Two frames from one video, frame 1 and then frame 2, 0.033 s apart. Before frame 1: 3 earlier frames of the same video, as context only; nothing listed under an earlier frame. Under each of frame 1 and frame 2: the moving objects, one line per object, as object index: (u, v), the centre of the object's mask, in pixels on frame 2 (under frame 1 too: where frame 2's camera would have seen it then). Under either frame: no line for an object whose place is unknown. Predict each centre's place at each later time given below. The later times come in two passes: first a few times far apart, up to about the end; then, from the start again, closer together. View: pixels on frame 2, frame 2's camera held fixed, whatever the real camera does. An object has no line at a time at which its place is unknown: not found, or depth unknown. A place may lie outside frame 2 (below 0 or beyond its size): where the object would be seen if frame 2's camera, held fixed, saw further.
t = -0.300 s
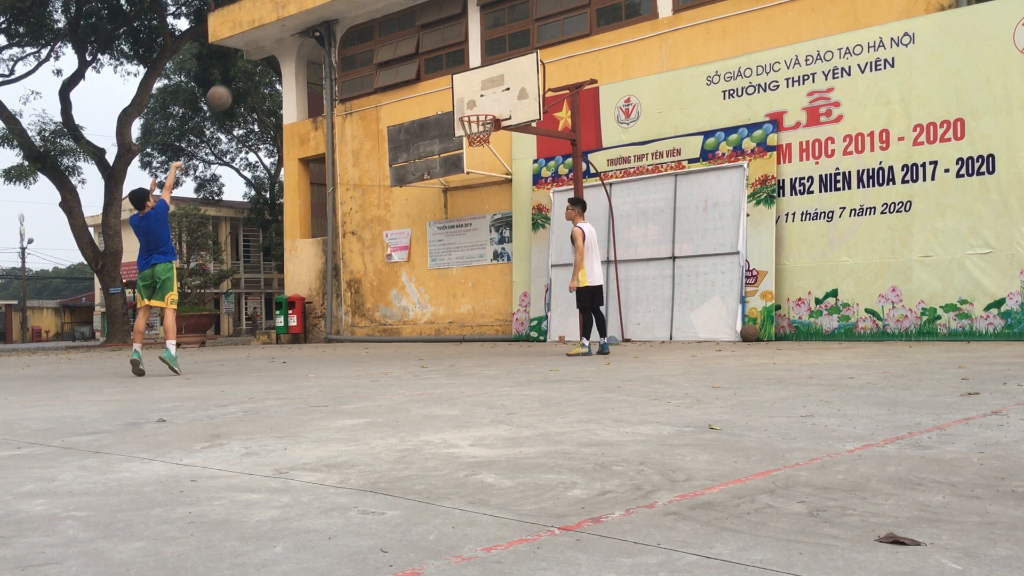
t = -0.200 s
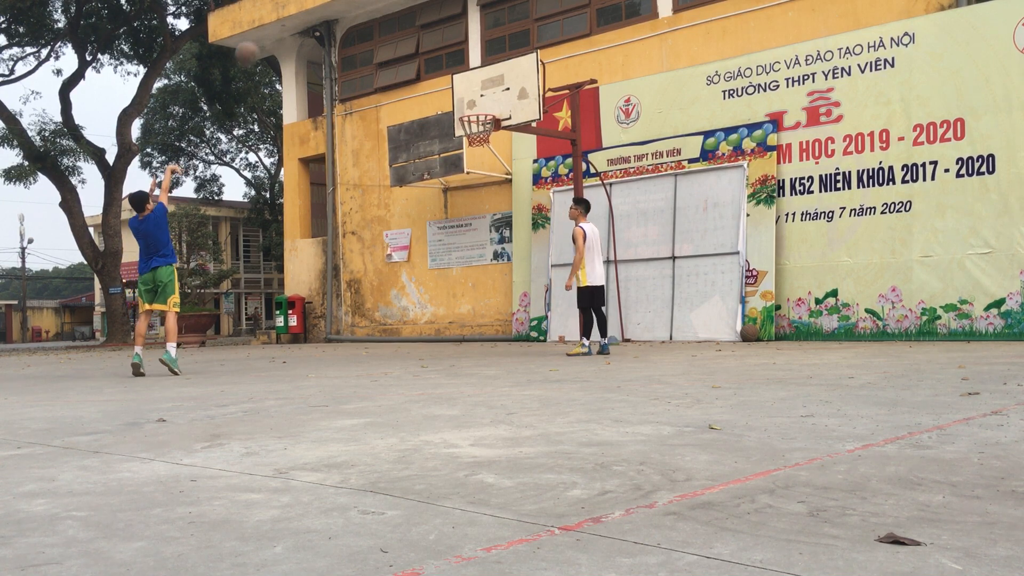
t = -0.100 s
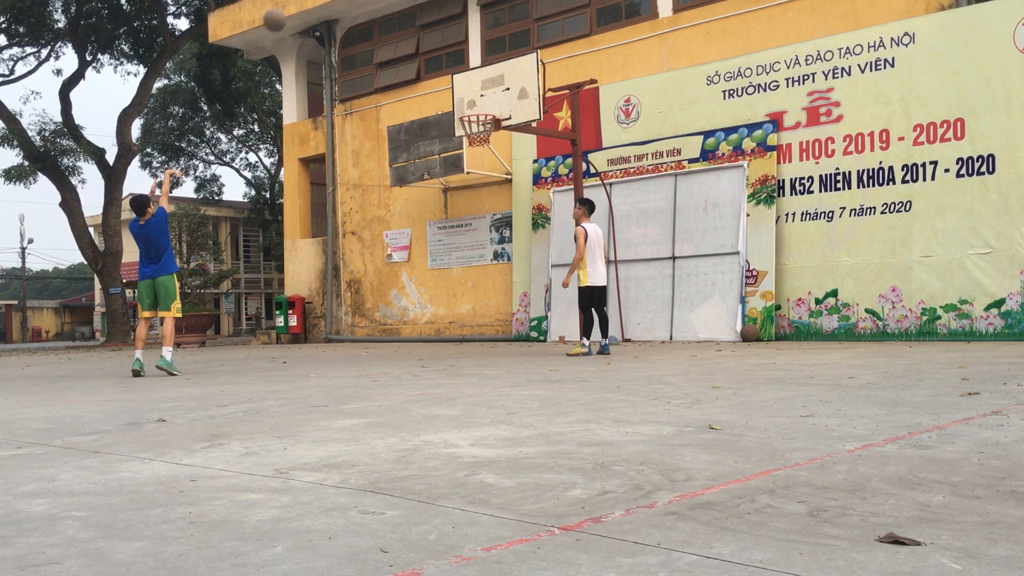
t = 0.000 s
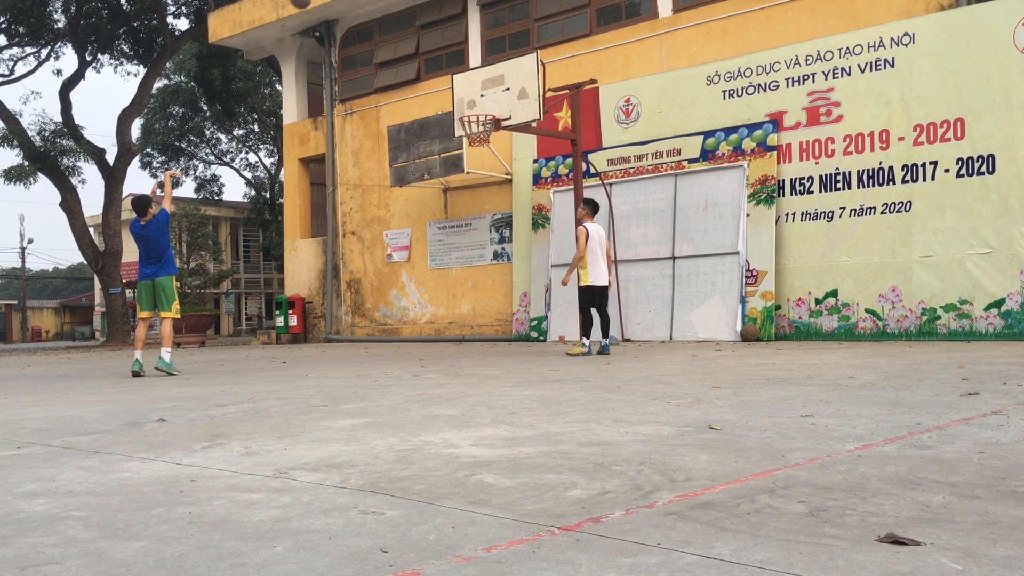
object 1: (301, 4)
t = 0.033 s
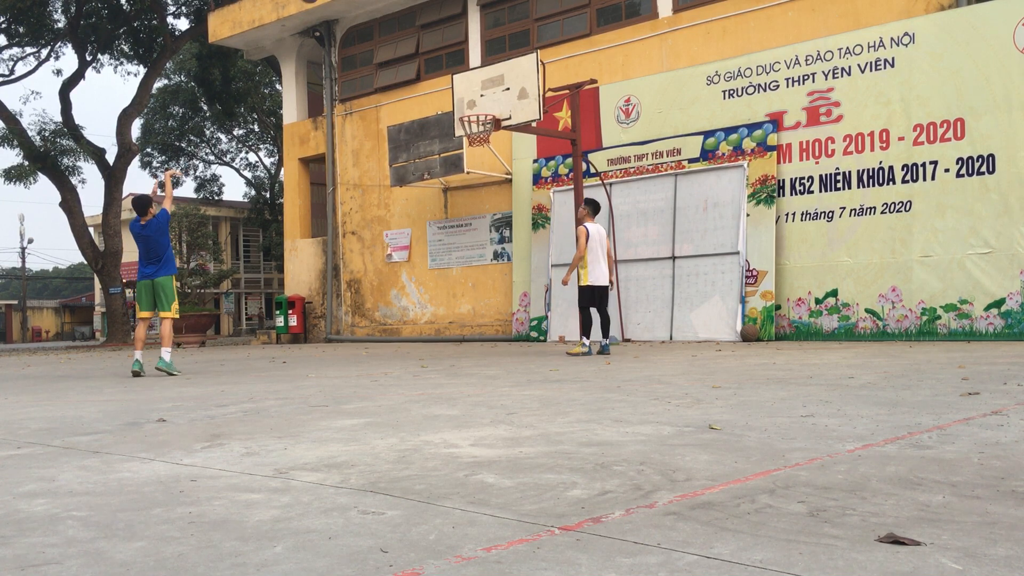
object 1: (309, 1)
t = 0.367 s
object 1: (388, 1)
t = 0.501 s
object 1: (416, 15)
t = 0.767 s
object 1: (471, 100)
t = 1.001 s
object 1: (481, 162)
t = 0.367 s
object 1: (388, 1)
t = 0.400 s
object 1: (395, 3)
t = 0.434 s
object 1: (402, 6)
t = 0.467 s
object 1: (410, 8)
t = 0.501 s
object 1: (416, 15)
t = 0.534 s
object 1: (424, 23)
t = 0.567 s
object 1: (431, 32)
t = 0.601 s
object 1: (438, 41)
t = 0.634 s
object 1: (445, 51)
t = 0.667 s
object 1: (451, 63)
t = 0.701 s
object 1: (458, 75)
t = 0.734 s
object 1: (465, 88)
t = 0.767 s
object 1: (471, 100)
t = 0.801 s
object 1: (478, 114)
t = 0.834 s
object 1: (482, 127)
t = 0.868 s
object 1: (482, 137)
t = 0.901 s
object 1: (482, 142)
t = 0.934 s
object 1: (482, 148)
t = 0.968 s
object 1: (481, 155)
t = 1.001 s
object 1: (481, 162)
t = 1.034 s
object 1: (480, 170)
